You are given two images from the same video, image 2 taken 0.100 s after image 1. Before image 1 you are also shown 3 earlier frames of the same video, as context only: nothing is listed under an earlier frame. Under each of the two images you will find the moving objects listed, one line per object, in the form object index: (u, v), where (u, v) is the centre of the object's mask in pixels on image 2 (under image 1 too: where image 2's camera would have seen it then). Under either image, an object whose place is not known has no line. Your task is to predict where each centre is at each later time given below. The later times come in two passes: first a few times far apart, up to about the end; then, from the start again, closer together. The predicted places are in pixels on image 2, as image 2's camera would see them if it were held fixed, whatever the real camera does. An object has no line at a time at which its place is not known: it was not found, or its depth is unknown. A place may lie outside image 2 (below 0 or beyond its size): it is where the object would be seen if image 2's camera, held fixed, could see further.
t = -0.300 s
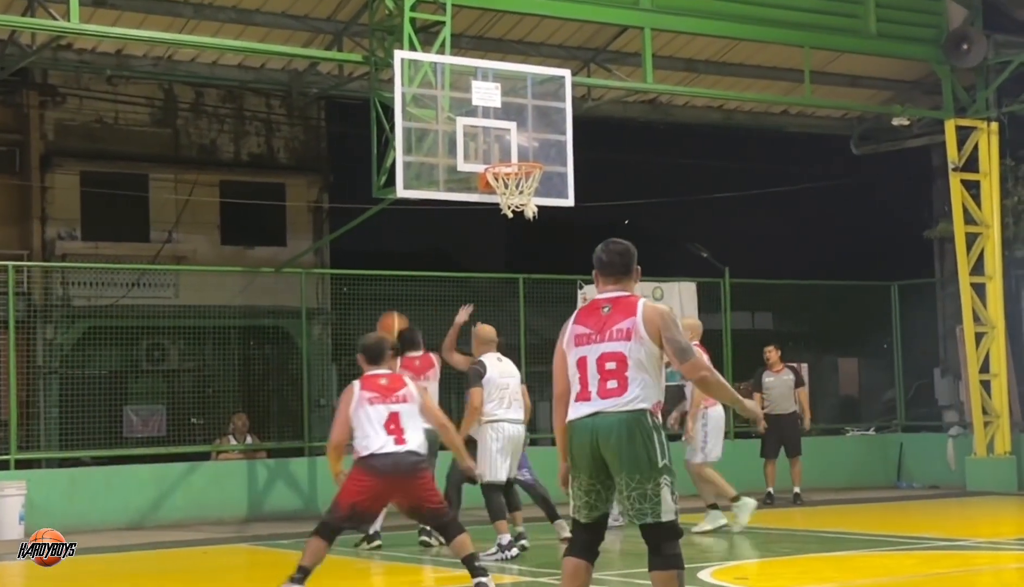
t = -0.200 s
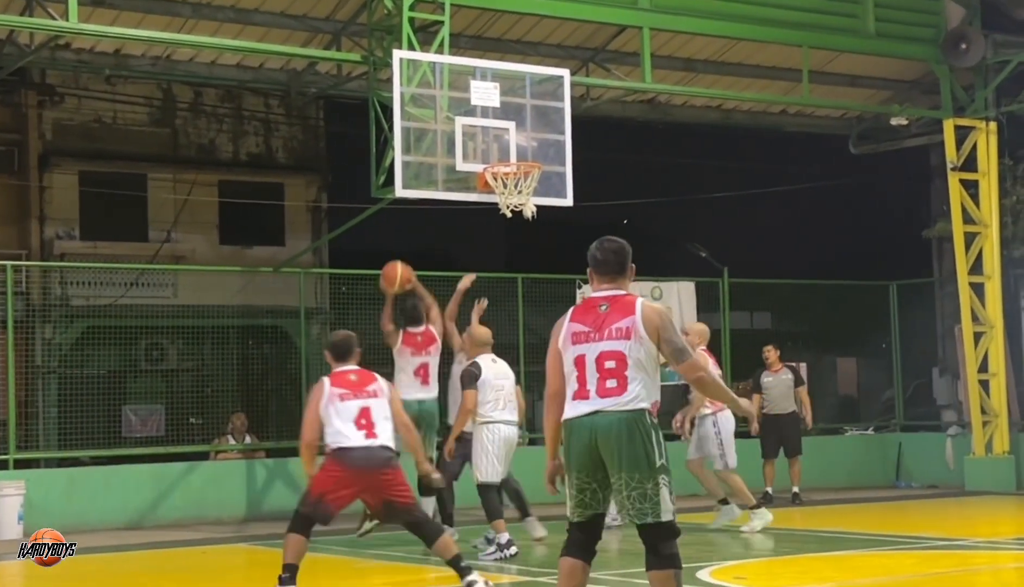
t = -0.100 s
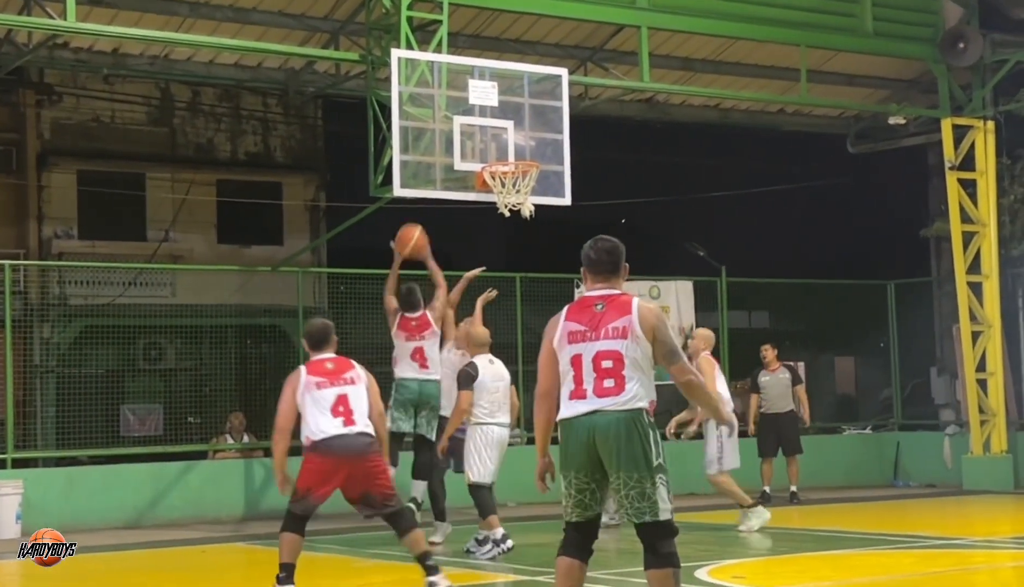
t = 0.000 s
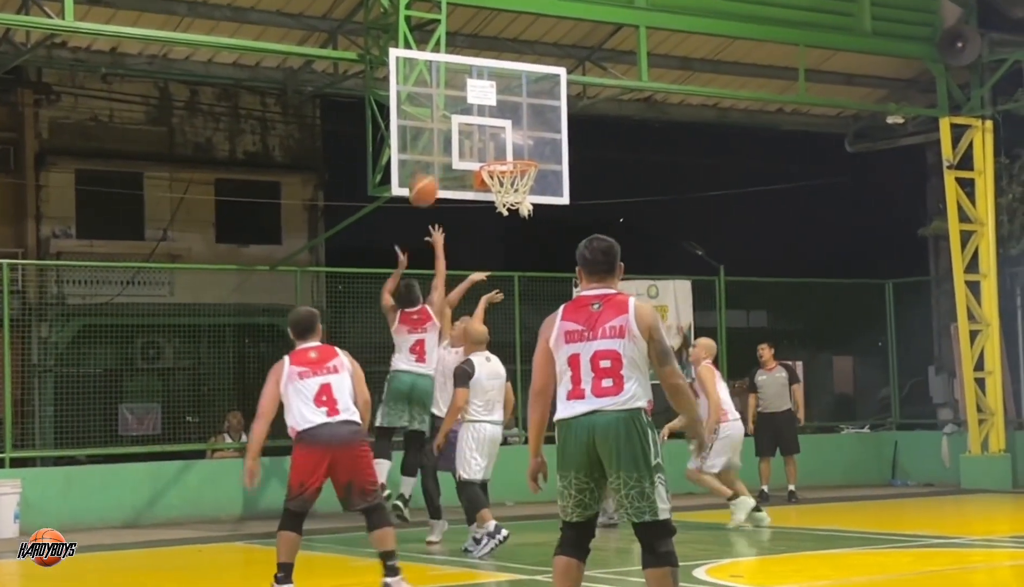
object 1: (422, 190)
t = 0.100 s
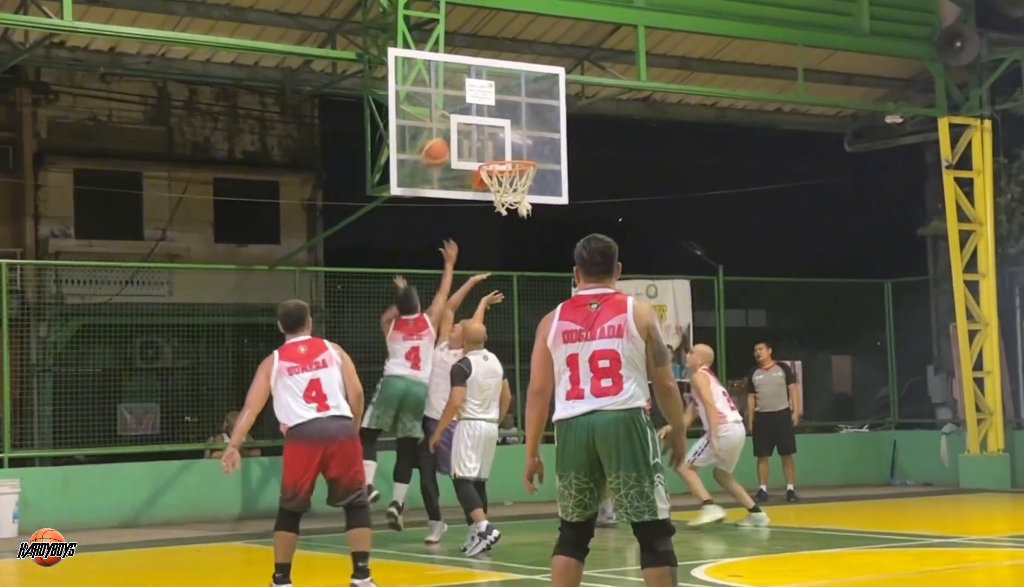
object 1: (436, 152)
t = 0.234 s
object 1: (453, 125)
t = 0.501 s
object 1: (519, 148)
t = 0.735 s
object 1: (497, 154)
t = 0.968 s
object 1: (518, 165)
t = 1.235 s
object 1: (514, 185)
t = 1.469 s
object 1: (507, 206)
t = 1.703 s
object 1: (513, 215)
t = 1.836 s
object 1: (519, 244)
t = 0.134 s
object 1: (439, 144)
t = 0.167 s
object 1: (443, 135)
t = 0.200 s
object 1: (448, 128)
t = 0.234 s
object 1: (453, 125)
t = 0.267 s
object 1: (461, 124)
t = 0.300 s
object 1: (469, 123)
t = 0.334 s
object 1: (477, 125)
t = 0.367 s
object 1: (486, 126)
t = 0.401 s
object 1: (494, 130)
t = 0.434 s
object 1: (502, 135)
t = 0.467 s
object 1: (512, 141)
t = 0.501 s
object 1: (519, 148)
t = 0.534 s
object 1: (526, 152)
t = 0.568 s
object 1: (521, 151)
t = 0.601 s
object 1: (514, 150)
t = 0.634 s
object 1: (509, 151)
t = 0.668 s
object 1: (503, 152)
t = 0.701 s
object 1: (497, 154)
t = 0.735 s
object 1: (497, 154)
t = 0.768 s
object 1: (499, 153)
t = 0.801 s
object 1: (503, 155)
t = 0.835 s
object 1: (506, 154)
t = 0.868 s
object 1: (509, 155)
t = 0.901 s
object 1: (516, 161)
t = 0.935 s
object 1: (513, 157)
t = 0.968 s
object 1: (518, 165)
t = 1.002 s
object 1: (519, 171)
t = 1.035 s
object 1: (523, 175)
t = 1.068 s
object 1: (524, 173)
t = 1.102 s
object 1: (523, 177)
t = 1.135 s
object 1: (525, 174)
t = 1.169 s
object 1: (522, 176)
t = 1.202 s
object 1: (518, 176)
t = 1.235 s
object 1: (514, 185)
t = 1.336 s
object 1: (509, 202)
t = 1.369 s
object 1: (504, 197)
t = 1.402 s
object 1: (503, 199)
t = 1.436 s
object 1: (507, 205)
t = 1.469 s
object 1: (507, 206)
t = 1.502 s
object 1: (507, 206)
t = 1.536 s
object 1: (507, 208)
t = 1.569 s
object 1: (508, 206)
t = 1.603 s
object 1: (510, 206)
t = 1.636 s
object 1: (510, 208)
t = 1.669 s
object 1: (512, 211)
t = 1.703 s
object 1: (513, 215)
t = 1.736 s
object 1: (515, 221)
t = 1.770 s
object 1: (516, 227)
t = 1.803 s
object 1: (517, 235)
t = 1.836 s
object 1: (519, 244)
